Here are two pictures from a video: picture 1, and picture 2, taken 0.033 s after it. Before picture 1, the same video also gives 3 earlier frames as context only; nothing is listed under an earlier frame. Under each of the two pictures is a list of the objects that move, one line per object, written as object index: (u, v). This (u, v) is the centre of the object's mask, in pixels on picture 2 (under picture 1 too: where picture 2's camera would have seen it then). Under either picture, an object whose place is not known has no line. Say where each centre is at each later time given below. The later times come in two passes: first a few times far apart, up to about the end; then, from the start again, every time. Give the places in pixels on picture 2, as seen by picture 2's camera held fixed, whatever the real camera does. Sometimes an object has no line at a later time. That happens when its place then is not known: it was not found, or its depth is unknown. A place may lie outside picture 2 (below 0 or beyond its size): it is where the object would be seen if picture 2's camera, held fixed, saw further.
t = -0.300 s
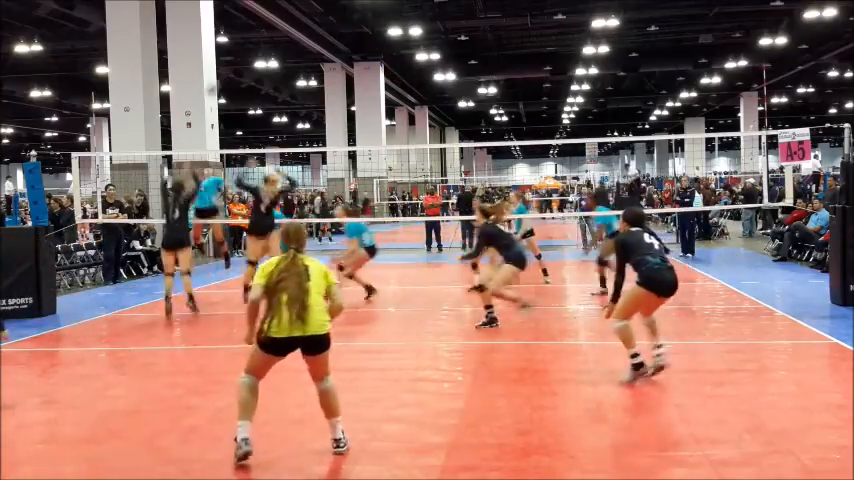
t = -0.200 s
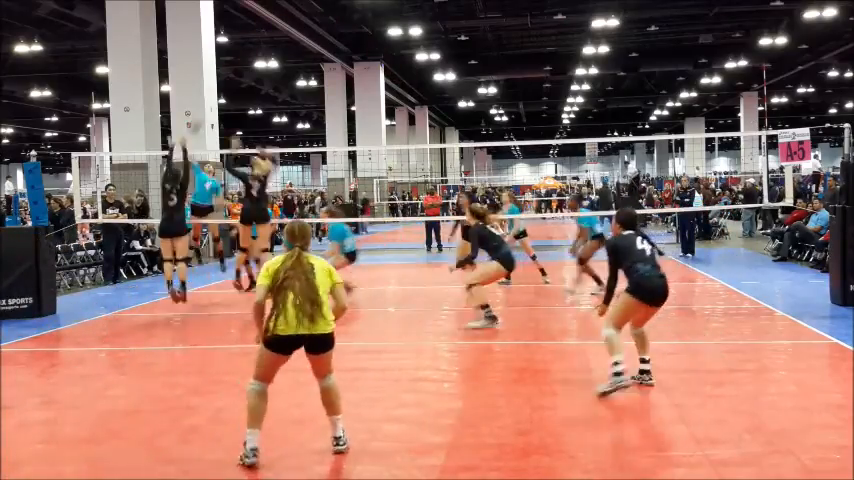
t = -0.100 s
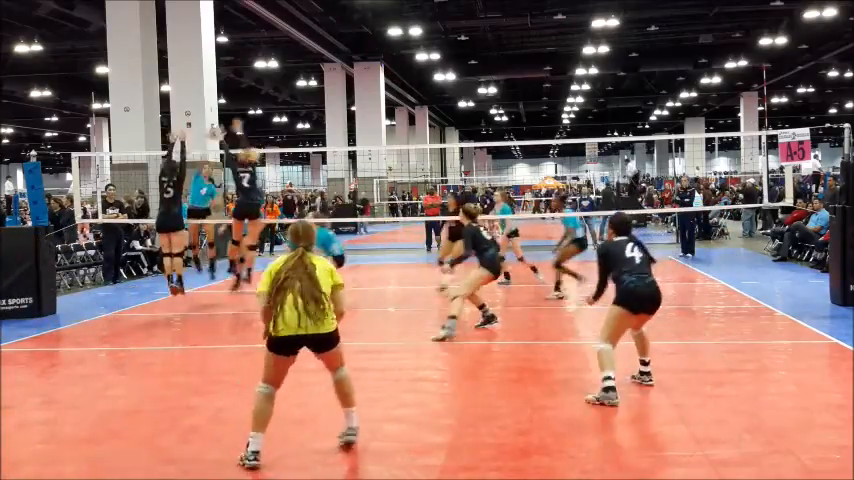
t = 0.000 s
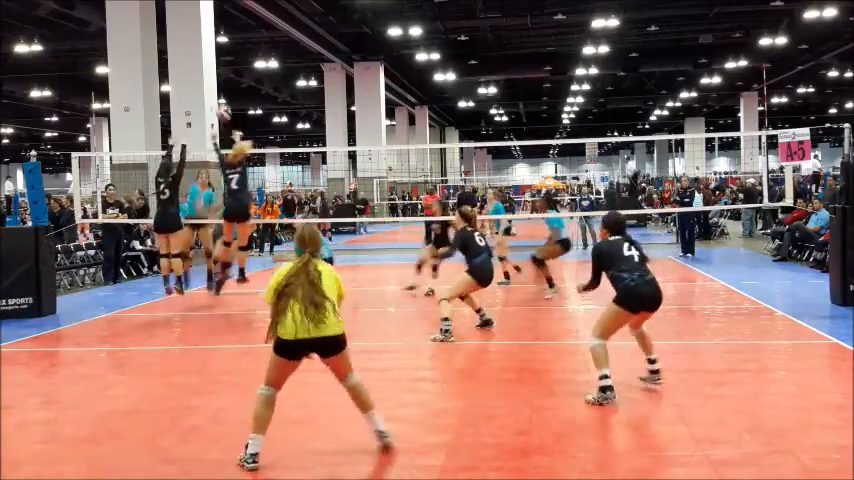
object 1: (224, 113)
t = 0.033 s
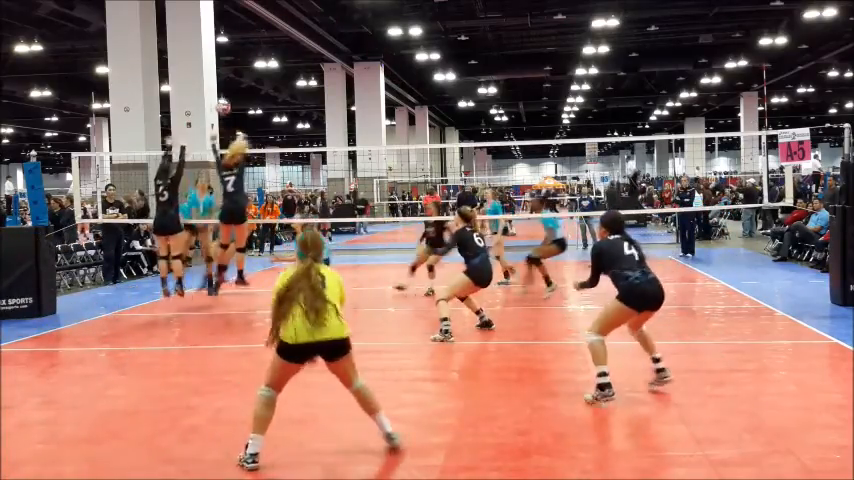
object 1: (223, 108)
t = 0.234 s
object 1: (218, 88)
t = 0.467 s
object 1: (214, 101)
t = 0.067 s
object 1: (222, 102)
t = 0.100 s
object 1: (221, 98)
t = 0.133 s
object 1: (220, 93)
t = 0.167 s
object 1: (220, 92)
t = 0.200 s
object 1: (218, 89)
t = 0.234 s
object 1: (218, 88)
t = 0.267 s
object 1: (217, 88)
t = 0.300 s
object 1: (217, 88)
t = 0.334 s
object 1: (216, 89)
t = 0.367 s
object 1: (216, 91)
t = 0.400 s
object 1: (215, 93)
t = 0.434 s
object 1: (214, 97)
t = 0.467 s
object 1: (214, 101)
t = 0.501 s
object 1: (213, 106)
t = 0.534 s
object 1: (214, 111)
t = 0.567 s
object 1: (213, 119)
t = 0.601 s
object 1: (213, 126)
